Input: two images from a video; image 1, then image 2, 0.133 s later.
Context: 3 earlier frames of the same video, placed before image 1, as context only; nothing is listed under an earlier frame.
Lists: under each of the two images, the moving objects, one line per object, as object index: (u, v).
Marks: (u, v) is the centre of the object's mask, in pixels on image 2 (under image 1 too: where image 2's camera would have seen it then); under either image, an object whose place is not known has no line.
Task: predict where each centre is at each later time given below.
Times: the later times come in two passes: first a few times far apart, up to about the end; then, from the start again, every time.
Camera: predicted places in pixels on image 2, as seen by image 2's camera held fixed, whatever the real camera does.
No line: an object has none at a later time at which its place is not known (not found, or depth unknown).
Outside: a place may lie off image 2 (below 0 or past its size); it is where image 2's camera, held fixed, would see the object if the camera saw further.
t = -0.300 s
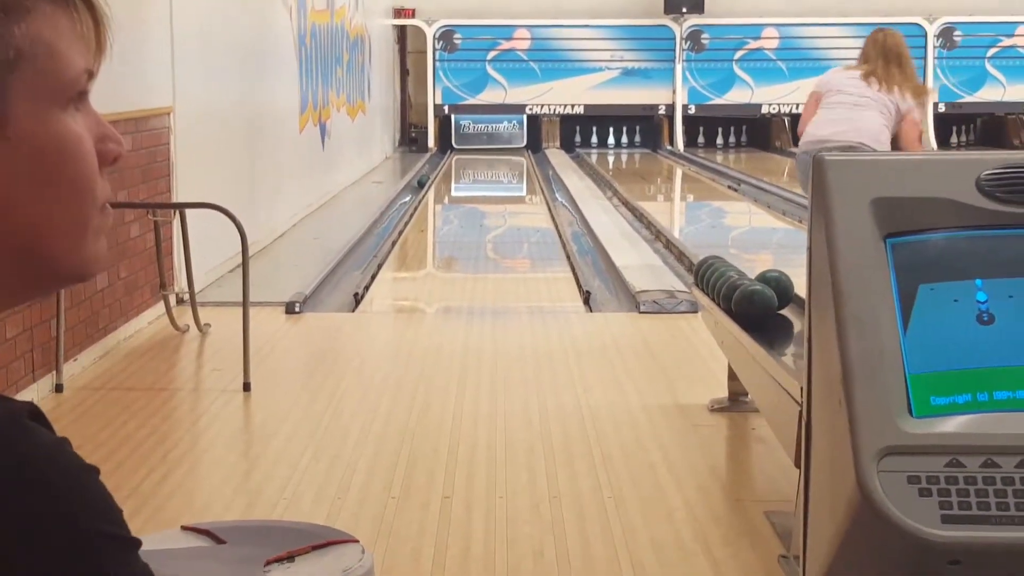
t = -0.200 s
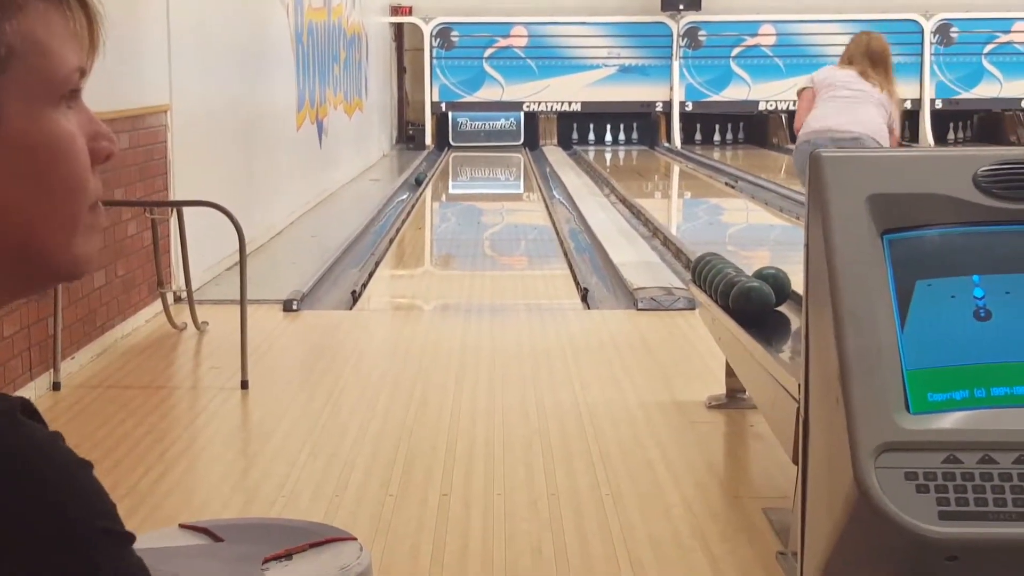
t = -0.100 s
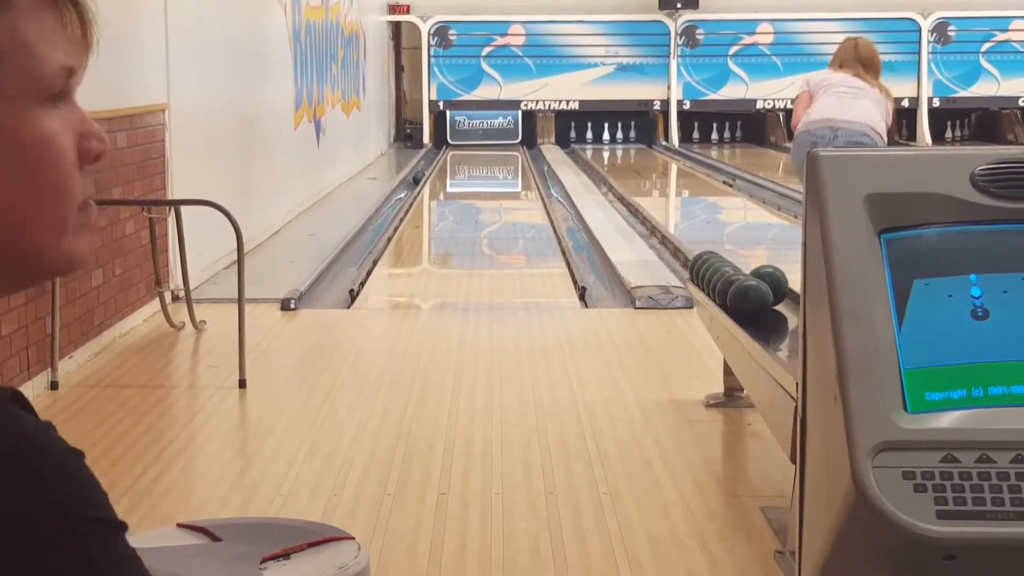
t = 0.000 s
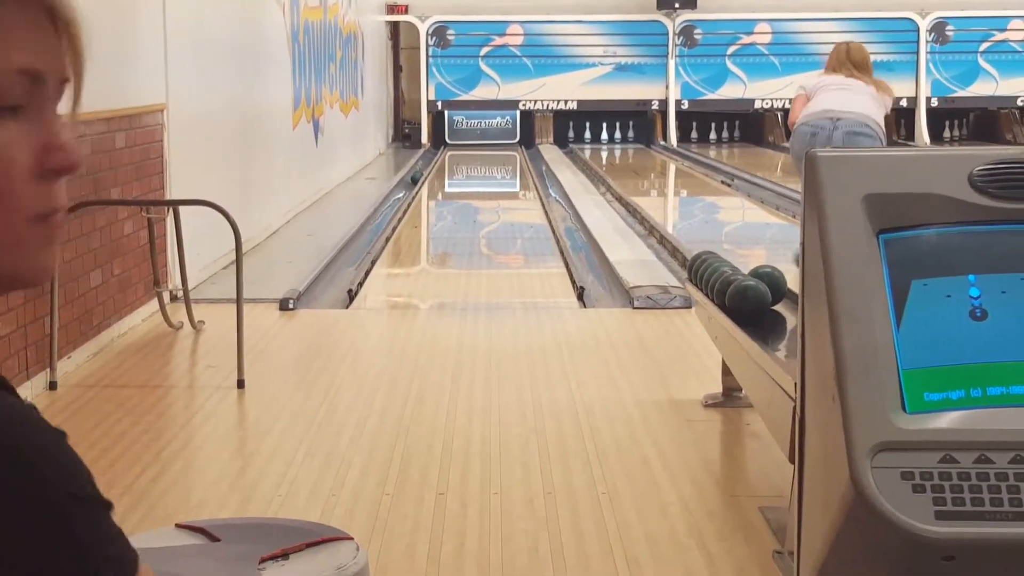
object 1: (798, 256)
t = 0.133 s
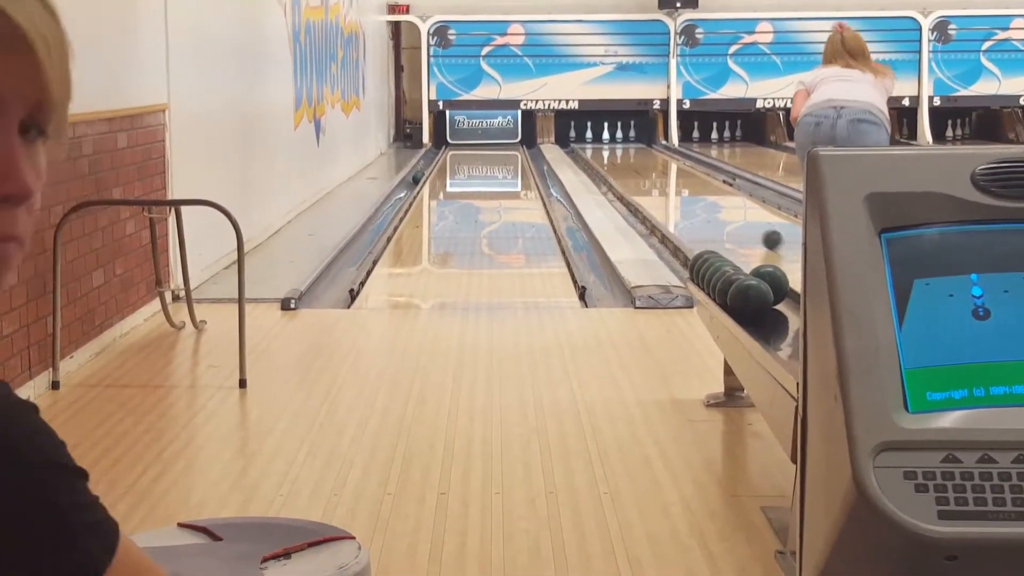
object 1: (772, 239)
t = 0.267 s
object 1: (744, 223)
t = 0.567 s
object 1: (702, 200)
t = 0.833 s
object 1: (678, 185)
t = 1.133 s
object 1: (658, 173)
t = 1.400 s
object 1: (644, 164)
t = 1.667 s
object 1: (633, 156)
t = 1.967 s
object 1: (623, 150)
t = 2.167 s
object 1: (616, 146)
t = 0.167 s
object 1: (764, 234)
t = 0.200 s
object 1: (757, 228)
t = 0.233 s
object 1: (751, 226)
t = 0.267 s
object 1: (744, 223)
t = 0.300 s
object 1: (739, 220)
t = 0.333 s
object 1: (733, 217)
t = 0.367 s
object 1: (728, 214)
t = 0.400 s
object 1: (723, 211)
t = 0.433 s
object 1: (718, 209)
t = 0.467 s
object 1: (714, 207)
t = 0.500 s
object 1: (710, 204)
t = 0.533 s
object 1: (705, 202)
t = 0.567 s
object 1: (702, 200)
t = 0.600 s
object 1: (698, 198)
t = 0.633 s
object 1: (695, 196)
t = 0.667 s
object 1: (692, 194)
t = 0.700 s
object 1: (689, 192)
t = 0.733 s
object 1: (686, 190)
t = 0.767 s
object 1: (683, 188)
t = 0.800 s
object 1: (680, 187)
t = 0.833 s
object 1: (678, 185)
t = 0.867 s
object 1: (675, 184)
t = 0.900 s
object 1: (673, 182)
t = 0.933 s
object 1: (671, 181)
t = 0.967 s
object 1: (668, 179)
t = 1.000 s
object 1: (666, 178)
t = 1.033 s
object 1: (664, 177)
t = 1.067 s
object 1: (662, 175)
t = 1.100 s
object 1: (660, 174)
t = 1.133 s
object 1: (658, 173)
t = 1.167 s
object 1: (657, 172)
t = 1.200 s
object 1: (654, 171)
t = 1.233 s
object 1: (653, 169)
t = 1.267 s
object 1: (651, 168)
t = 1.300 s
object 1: (649, 167)
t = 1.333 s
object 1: (648, 166)
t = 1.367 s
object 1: (646, 165)
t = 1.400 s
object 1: (644, 164)
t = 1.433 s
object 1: (643, 163)
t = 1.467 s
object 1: (642, 162)
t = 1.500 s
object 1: (640, 161)
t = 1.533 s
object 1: (638, 160)
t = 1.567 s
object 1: (636, 159)
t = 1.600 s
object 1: (635, 158)
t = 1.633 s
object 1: (634, 157)
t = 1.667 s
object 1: (633, 156)
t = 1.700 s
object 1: (631, 155)
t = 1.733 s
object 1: (630, 155)
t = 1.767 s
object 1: (629, 154)
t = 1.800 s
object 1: (628, 153)
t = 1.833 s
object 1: (627, 152)
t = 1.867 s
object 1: (626, 152)
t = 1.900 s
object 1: (625, 151)
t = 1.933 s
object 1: (624, 151)
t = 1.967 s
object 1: (623, 150)
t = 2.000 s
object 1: (621, 149)
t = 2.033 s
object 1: (620, 149)
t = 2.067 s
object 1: (619, 149)
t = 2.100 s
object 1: (618, 147)
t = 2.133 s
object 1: (617, 147)
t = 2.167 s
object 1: (616, 146)
